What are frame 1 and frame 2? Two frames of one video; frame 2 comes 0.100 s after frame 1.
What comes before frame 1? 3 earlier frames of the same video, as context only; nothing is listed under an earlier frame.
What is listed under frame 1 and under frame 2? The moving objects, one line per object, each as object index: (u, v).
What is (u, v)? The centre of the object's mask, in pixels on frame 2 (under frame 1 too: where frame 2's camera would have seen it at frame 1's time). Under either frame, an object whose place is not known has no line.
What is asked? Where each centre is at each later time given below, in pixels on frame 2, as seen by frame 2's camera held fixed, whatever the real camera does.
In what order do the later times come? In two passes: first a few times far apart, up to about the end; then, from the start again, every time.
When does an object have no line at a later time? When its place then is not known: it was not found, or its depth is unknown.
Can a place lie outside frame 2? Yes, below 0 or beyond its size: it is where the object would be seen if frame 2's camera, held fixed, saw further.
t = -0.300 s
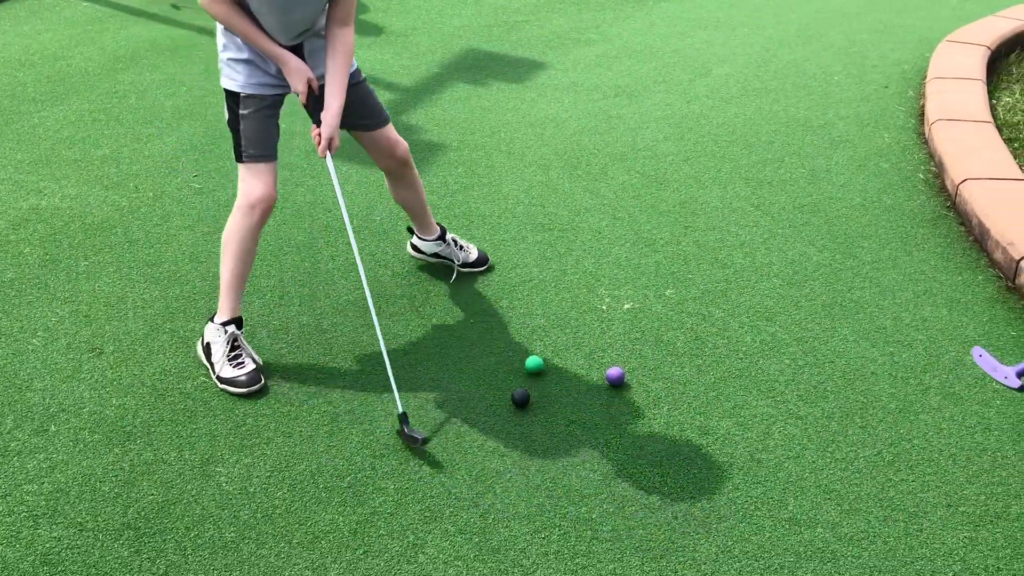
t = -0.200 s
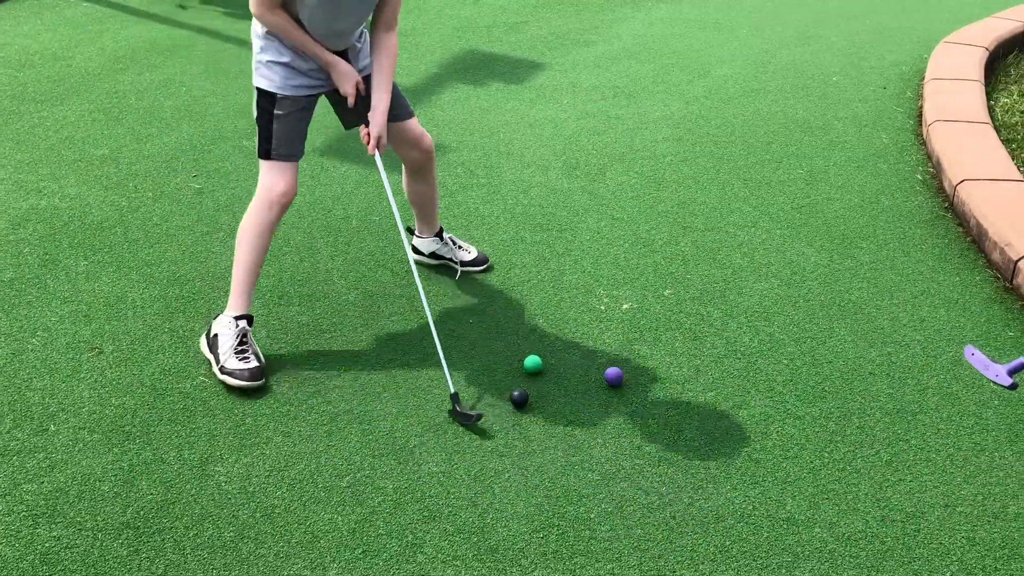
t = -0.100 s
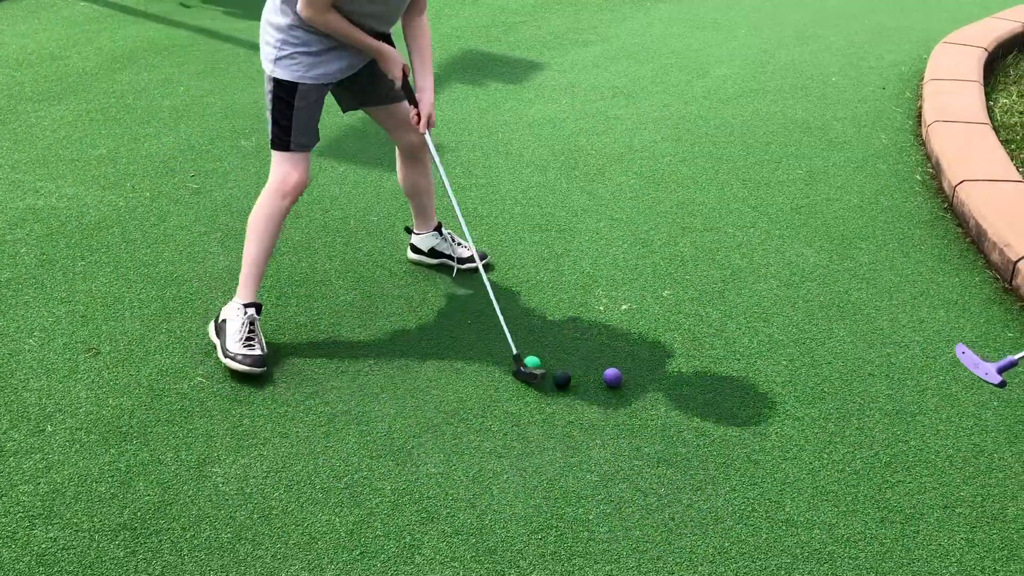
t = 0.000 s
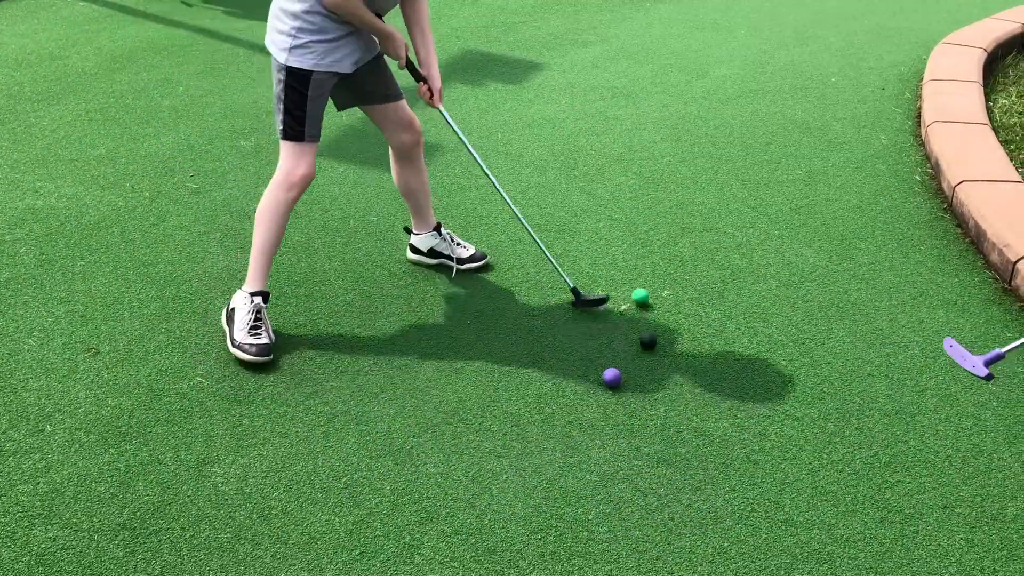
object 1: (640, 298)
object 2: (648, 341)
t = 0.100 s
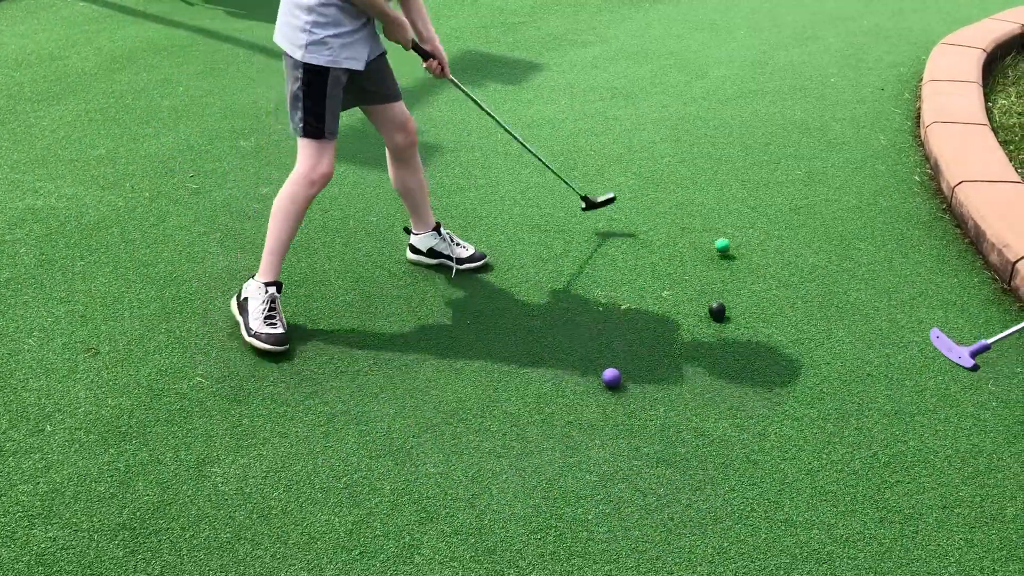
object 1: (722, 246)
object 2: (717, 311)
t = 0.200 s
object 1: (785, 209)
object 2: (778, 284)
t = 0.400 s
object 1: (876, 155)
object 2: (882, 239)
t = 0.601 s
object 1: (880, 114)
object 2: (917, 197)
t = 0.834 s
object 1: (836, 77)
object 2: (825, 171)
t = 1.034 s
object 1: (805, 52)
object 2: (771, 150)
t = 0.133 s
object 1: (745, 235)
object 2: (738, 302)
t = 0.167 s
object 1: (766, 221)
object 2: (759, 293)
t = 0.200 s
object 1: (785, 209)
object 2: (778, 284)
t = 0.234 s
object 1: (802, 200)
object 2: (797, 276)
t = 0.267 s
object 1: (819, 188)
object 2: (815, 268)
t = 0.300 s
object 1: (834, 181)
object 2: (832, 260)
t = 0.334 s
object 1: (848, 171)
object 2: (849, 253)
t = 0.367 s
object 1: (863, 163)
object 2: (866, 246)
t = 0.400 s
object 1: (876, 155)
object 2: (882, 239)
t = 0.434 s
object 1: (889, 147)
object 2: (898, 232)
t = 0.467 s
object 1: (902, 139)
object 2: (913, 226)
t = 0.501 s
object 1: (913, 131)
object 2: (927, 219)
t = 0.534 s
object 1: (903, 122)
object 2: (942, 213)
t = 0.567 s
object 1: (891, 116)
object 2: (935, 204)
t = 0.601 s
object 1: (880, 114)
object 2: (917, 197)
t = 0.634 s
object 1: (873, 106)
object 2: (900, 195)
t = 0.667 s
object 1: (866, 100)
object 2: (884, 191)
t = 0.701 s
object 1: (859, 96)
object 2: (871, 186)
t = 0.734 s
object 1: (853, 92)
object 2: (859, 183)
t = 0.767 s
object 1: (847, 86)
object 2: (847, 179)
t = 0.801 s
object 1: (841, 82)
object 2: (836, 173)
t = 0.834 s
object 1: (836, 77)
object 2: (825, 171)
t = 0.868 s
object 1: (830, 73)
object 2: (816, 166)
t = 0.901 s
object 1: (825, 68)
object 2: (806, 163)
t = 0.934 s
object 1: (820, 64)
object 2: (797, 160)
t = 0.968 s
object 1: (815, 60)
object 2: (788, 156)
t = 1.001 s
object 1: (810, 56)
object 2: (779, 153)
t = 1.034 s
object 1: (805, 52)
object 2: (771, 150)
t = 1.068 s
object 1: (801, 49)
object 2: (762, 146)
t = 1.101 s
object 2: (755, 144)
